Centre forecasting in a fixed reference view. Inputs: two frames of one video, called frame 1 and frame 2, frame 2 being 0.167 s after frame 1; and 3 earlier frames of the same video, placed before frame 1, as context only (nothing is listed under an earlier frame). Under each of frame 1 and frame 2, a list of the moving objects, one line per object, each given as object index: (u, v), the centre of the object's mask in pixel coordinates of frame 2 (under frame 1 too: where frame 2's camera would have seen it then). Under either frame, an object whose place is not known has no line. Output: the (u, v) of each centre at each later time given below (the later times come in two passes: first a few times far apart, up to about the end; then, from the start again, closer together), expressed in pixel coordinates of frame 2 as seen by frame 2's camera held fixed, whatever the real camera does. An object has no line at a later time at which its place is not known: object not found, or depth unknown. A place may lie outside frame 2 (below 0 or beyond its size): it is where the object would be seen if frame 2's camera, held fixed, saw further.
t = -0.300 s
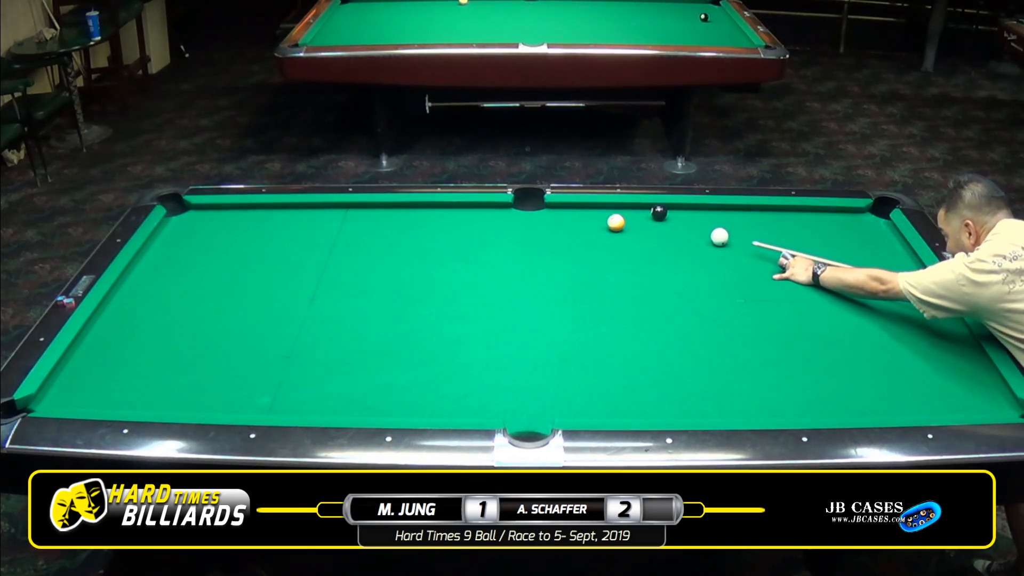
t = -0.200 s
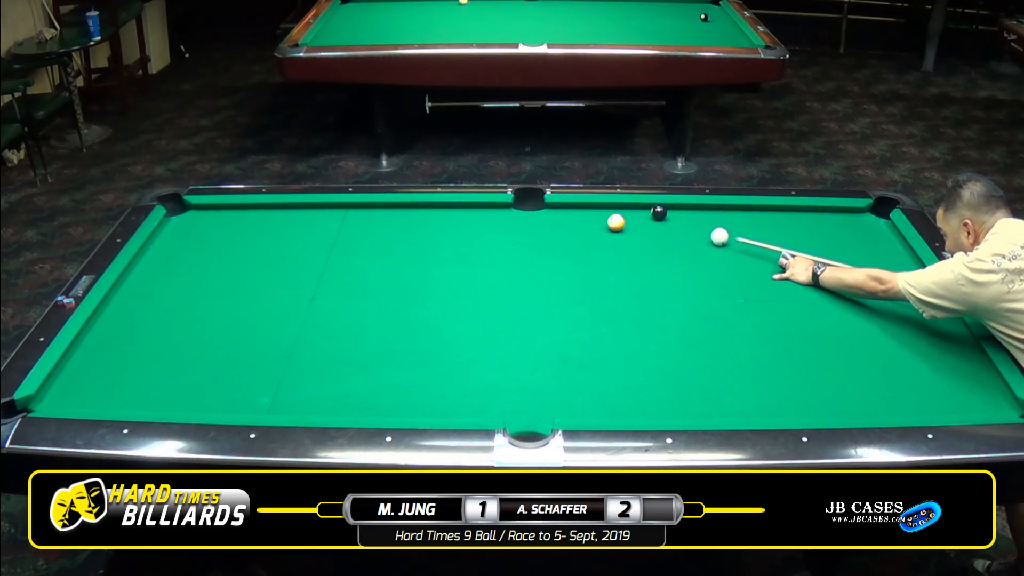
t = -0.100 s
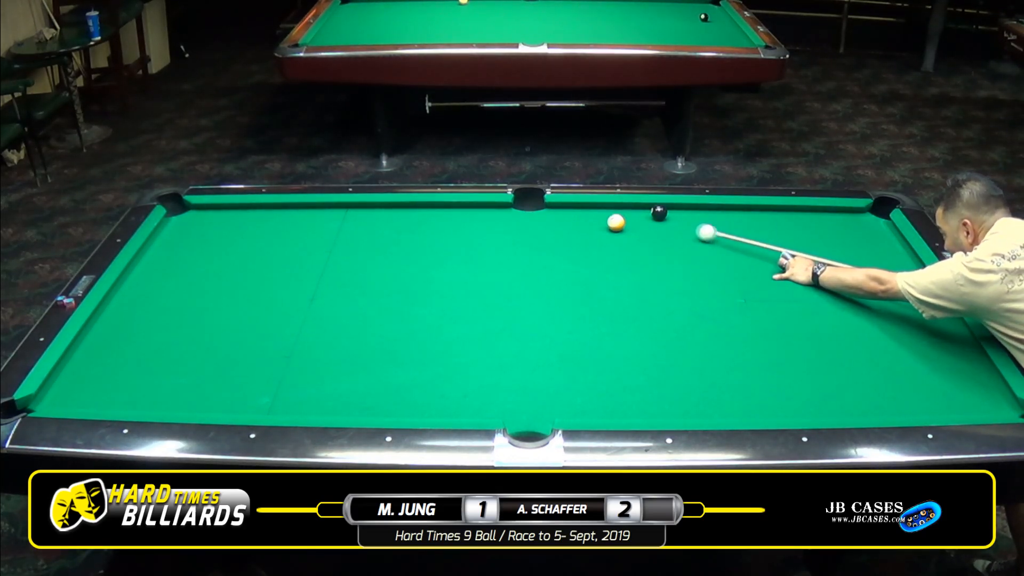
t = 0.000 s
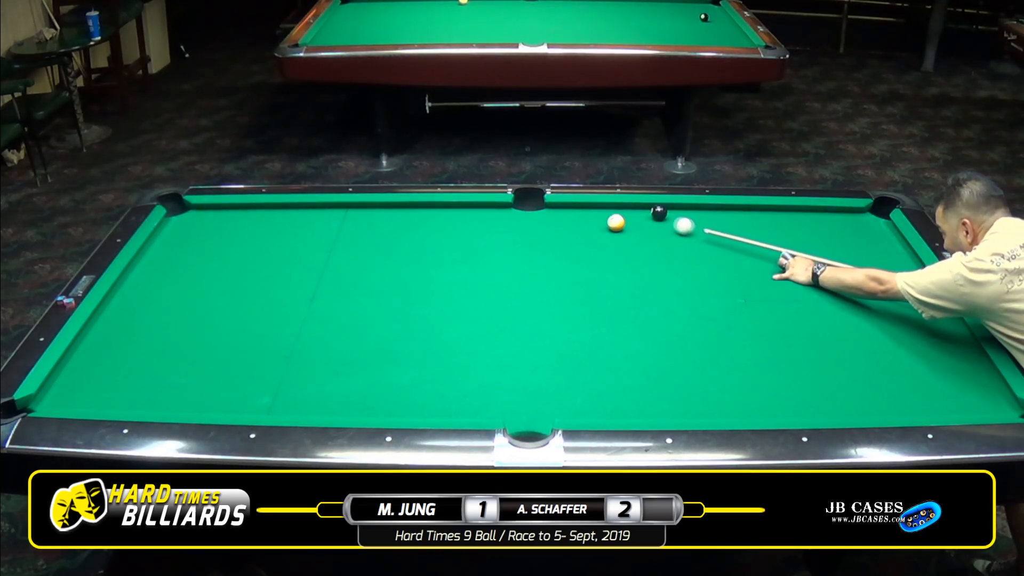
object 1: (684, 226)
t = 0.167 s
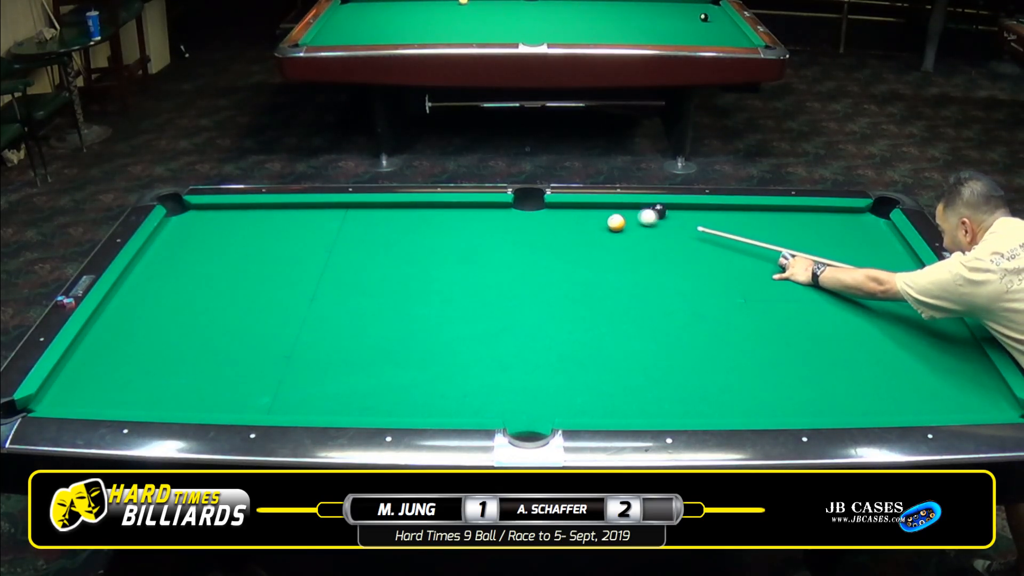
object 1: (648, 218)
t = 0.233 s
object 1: (634, 216)
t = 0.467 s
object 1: (588, 210)
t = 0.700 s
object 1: (546, 207)
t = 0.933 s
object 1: (511, 209)
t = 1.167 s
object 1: (477, 212)
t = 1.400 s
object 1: (444, 214)
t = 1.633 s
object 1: (412, 216)
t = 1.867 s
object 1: (382, 218)
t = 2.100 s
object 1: (353, 220)
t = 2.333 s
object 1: (325, 223)
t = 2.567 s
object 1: (299, 225)
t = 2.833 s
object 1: (270, 228)
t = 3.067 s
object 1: (247, 230)
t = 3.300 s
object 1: (226, 232)
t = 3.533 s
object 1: (206, 234)
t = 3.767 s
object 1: (187, 236)
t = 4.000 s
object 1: (171, 238)
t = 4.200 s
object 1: (157, 239)
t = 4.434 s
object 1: (159, 240)
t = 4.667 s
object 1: (166, 241)
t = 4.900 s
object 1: (171, 242)
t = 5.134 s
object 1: (175, 243)
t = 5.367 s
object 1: (179, 243)
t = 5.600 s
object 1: (182, 243)
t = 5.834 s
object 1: (183, 243)
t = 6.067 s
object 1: (183, 243)
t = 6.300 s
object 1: (183, 243)
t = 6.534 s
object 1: (183, 243)
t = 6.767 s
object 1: (183, 243)
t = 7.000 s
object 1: (182, 243)
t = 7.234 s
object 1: (183, 243)
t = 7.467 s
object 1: (183, 243)
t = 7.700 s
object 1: (183, 243)
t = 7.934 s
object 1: (183, 243)
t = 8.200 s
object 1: (183, 243)
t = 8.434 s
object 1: (183, 243)
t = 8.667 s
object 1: (183, 243)
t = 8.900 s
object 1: (183, 243)
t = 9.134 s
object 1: (183, 243)
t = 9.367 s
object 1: (182, 243)
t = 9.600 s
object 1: (183, 243)
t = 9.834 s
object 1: (183, 243)
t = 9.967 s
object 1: (183, 243)
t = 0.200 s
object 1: (641, 217)
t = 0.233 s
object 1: (634, 216)
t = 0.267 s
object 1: (628, 214)
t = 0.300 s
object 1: (621, 212)
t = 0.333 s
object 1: (613, 211)
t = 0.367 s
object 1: (606, 211)
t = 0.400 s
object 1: (600, 211)
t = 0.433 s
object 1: (594, 211)
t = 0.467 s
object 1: (588, 210)
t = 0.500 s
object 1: (581, 209)
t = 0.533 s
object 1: (575, 208)
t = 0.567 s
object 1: (569, 208)
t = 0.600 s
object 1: (562, 207)
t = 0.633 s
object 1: (556, 206)
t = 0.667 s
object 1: (551, 206)
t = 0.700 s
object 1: (546, 207)
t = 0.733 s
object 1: (541, 207)
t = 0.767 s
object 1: (535, 208)
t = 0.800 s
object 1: (530, 208)
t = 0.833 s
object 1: (526, 208)
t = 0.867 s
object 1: (521, 208)
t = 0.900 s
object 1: (516, 209)
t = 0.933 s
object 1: (511, 209)
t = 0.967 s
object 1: (506, 209)
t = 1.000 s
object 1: (501, 210)
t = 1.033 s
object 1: (496, 210)
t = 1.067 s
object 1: (491, 211)
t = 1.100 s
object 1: (486, 211)
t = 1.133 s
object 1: (482, 211)
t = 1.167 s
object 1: (477, 212)
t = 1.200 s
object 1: (472, 212)
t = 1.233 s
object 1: (467, 212)
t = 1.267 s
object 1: (463, 213)
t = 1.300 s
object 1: (458, 213)
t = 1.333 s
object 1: (453, 213)
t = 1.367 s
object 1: (449, 214)
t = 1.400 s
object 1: (444, 214)
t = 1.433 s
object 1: (439, 214)
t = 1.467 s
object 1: (435, 215)
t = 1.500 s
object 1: (430, 215)
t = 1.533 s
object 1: (426, 215)
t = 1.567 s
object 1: (421, 216)
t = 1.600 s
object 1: (417, 216)
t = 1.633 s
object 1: (412, 216)
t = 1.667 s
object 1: (408, 217)
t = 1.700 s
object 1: (403, 217)
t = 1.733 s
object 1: (399, 217)
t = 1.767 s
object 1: (395, 217)
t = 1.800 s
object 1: (390, 218)
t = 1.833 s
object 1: (386, 218)
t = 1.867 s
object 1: (382, 218)
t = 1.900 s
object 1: (378, 219)
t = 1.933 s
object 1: (373, 219)
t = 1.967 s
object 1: (369, 219)
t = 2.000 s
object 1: (365, 220)
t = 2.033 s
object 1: (361, 220)
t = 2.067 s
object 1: (357, 220)
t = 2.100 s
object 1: (353, 220)
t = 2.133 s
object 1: (348, 221)
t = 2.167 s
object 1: (344, 221)
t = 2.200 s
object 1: (341, 221)
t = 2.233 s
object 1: (337, 222)
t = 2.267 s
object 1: (333, 222)
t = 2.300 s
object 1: (329, 223)
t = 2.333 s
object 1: (325, 223)
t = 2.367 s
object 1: (321, 223)
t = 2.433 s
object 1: (313, 224)
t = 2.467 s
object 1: (310, 224)
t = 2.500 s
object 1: (306, 225)
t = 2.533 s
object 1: (302, 225)
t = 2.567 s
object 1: (299, 225)
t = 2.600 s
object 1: (295, 226)
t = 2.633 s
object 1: (291, 226)
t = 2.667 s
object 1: (288, 226)
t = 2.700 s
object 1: (284, 227)
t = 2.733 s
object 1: (281, 227)
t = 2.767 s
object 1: (277, 227)
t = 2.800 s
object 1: (274, 228)
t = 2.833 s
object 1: (270, 228)
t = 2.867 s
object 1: (267, 228)
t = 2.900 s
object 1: (264, 229)
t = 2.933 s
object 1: (260, 229)
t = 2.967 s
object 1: (257, 229)
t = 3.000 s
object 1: (254, 230)
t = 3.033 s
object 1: (251, 230)
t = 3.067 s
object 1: (247, 230)
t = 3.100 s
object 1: (244, 230)
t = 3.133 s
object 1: (241, 231)
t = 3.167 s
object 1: (238, 231)
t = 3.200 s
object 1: (235, 231)
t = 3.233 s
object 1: (232, 231)
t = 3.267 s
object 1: (229, 232)
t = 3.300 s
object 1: (226, 232)
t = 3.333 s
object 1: (223, 232)
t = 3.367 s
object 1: (220, 233)
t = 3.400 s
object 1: (217, 233)
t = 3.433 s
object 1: (214, 233)
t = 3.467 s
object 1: (212, 234)
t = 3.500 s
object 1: (209, 234)
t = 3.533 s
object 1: (206, 234)
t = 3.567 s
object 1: (203, 234)
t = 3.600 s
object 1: (200, 235)
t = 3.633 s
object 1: (198, 235)
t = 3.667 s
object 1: (195, 235)
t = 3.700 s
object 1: (193, 236)
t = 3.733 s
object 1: (190, 235)
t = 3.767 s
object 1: (187, 236)
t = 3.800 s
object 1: (185, 236)
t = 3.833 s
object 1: (183, 236)
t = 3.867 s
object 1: (180, 237)
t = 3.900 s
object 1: (178, 237)
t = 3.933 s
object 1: (175, 237)
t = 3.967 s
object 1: (173, 237)
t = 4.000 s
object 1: (171, 238)
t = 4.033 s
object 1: (168, 238)
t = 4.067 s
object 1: (166, 238)
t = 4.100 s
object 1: (164, 238)
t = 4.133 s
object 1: (162, 238)
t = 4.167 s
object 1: (160, 239)
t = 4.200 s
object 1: (157, 239)
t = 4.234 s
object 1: (155, 240)
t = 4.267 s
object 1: (154, 240)
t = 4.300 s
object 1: (155, 240)
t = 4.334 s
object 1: (156, 240)
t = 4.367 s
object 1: (157, 240)
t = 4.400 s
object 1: (158, 240)
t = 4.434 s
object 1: (159, 240)
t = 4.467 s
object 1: (160, 241)
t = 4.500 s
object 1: (161, 241)
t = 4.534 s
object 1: (162, 241)
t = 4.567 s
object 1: (163, 241)
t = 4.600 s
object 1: (164, 241)
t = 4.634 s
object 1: (165, 241)
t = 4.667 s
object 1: (166, 241)
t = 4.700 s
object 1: (167, 241)
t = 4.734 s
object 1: (167, 241)
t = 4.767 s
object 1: (168, 241)
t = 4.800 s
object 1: (169, 242)
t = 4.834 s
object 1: (170, 242)
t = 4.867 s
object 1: (171, 242)
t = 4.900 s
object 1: (171, 242)
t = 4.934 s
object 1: (172, 242)
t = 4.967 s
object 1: (173, 242)
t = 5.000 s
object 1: (173, 242)
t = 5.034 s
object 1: (174, 242)
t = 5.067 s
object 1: (175, 242)
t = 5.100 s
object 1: (175, 243)
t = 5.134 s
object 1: (175, 243)
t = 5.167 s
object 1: (176, 243)
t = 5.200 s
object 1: (177, 243)
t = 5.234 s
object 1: (177, 243)
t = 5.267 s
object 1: (177, 243)
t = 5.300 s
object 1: (178, 243)
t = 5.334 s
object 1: (179, 243)
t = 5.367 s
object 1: (179, 243)
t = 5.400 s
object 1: (179, 243)
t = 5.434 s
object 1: (180, 243)
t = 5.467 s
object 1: (180, 243)
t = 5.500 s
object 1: (181, 243)
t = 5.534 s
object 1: (181, 243)
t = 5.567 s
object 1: (181, 243)
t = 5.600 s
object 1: (182, 243)
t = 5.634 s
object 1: (182, 243)
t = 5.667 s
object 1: (182, 243)
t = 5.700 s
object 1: (182, 243)
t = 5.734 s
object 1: (182, 243)
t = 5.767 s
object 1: (182, 243)
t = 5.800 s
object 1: (183, 243)
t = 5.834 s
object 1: (183, 243)
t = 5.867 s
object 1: (183, 243)
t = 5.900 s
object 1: (183, 243)
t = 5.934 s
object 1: (183, 243)
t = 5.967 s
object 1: (183, 243)
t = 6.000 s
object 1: (183, 243)
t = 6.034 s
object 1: (183, 243)
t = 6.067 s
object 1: (183, 243)
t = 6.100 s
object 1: (183, 243)
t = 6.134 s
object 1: (183, 243)
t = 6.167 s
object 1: (183, 243)
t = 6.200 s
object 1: (183, 243)
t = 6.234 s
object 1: (183, 243)
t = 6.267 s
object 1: (183, 243)
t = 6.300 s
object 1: (183, 243)
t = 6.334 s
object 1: (183, 243)
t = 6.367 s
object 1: (183, 243)
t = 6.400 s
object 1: (183, 243)
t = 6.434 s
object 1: (183, 243)
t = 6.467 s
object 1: (183, 243)
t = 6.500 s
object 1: (183, 243)
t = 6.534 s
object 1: (183, 243)
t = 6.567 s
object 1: (183, 243)
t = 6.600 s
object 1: (183, 243)
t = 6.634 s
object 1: (183, 243)
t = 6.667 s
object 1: (183, 243)
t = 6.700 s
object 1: (183, 243)
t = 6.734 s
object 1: (183, 243)
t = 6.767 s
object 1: (183, 243)
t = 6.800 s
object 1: (183, 243)
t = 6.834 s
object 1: (183, 243)
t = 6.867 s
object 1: (183, 243)
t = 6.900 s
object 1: (183, 243)
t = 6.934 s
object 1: (183, 243)
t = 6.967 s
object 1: (183, 243)
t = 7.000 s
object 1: (182, 243)
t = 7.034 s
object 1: (183, 243)
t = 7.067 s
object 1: (183, 243)
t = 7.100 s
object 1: (183, 243)
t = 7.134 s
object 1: (183, 243)
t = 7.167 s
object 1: (183, 243)
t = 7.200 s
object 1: (183, 243)
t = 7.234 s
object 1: (183, 243)
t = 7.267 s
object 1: (183, 243)
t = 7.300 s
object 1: (183, 243)
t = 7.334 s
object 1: (183, 243)
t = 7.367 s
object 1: (183, 243)
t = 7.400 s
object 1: (182, 243)
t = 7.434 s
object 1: (183, 243)
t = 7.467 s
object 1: (183, 243)
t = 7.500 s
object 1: (183, 243)
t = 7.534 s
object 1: (183, 243)
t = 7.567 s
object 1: (183, 243)
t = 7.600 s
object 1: (183, 243)
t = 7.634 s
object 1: (183, 243)
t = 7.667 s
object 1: (183, 243)
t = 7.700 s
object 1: (183, 243)
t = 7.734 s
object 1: (183, 243)
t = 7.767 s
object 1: (182, 243)
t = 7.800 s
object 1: (182, 243)
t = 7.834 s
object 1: (182, 243)
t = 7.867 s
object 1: (183, 243)
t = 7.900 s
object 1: (183, 243)
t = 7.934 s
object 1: (183, 243)
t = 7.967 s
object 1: (183, 243)
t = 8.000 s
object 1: (183, 243)
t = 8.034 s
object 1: (183, 243)
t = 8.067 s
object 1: (183, 243)
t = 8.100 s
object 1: (182, 243)
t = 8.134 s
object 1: (182, 243)
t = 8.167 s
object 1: (183, 243)
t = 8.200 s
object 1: (183, 243)
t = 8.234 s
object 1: (183, 243)
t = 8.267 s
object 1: (183, 243)
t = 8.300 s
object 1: (183, 243)
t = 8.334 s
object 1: (183, 243)
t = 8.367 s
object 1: (183, 243)
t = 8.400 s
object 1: (183, 243)
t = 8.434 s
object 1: (183, 243)
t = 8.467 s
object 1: (183, 243)
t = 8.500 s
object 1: (182, 243)
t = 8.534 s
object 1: (183, 243)
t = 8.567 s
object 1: (183, 243)
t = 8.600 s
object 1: (183, 243)
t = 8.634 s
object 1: (183, 243)
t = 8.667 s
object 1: (183, 243)
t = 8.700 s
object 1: (183, 243)
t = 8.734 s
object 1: (183, 243)
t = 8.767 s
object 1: (183, 243)
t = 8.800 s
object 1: (183, 243)
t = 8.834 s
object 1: (182, 243)
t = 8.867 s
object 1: (183, 243)
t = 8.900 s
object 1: (183, 243)
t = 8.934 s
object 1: (183, 243)
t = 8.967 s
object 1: (183, 242)
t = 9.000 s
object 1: (183, 243)
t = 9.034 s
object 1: (183, 243)
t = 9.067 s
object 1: (183, 243)
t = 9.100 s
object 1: (183, 243)
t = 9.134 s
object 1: (183, 243)
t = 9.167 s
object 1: (183, 243)
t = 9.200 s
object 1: (183, 243)
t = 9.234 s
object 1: (183, 243)
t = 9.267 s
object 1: (183, 243)
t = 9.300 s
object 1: (183, 243)
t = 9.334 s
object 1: (183, 243)
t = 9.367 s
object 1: (182, 243)
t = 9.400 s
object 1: (183, 243)
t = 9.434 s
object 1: (183, 243)
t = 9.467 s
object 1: (183, 243)
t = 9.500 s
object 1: (183, 243)
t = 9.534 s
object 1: (183, 243)
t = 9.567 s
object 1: (183, 243)
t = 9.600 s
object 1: (183, 243)
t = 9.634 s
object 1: (183, 243)
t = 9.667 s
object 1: (183, 243)
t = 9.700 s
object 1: (183, 243)
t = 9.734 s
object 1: (183, 243)
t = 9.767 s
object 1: (183, 243)
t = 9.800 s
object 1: (183, 243)
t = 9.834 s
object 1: (183, 243)
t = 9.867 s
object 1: (183, 243)
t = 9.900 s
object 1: (183, 243)
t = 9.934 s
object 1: (183, 243)
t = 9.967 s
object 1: (183, 243)
